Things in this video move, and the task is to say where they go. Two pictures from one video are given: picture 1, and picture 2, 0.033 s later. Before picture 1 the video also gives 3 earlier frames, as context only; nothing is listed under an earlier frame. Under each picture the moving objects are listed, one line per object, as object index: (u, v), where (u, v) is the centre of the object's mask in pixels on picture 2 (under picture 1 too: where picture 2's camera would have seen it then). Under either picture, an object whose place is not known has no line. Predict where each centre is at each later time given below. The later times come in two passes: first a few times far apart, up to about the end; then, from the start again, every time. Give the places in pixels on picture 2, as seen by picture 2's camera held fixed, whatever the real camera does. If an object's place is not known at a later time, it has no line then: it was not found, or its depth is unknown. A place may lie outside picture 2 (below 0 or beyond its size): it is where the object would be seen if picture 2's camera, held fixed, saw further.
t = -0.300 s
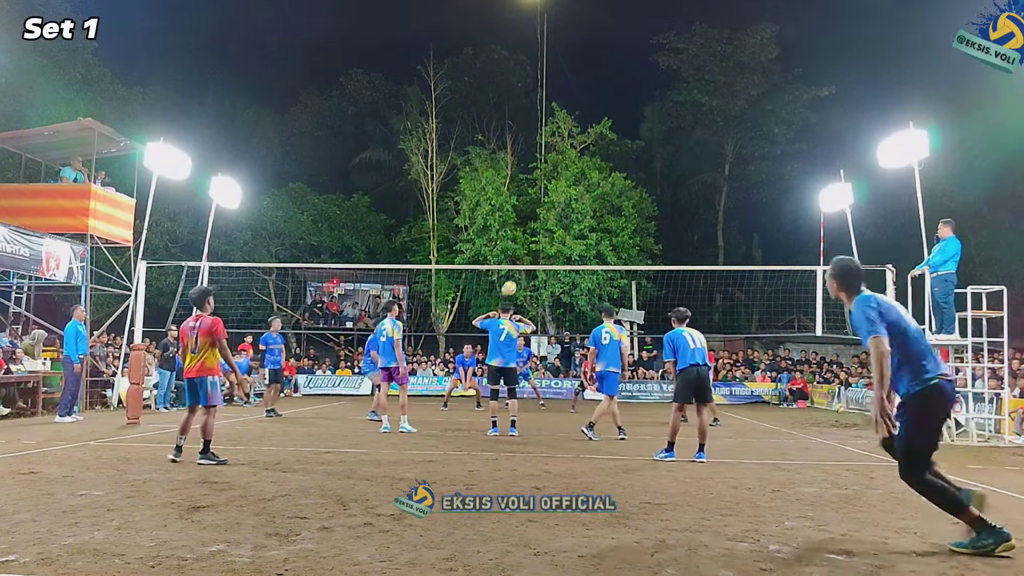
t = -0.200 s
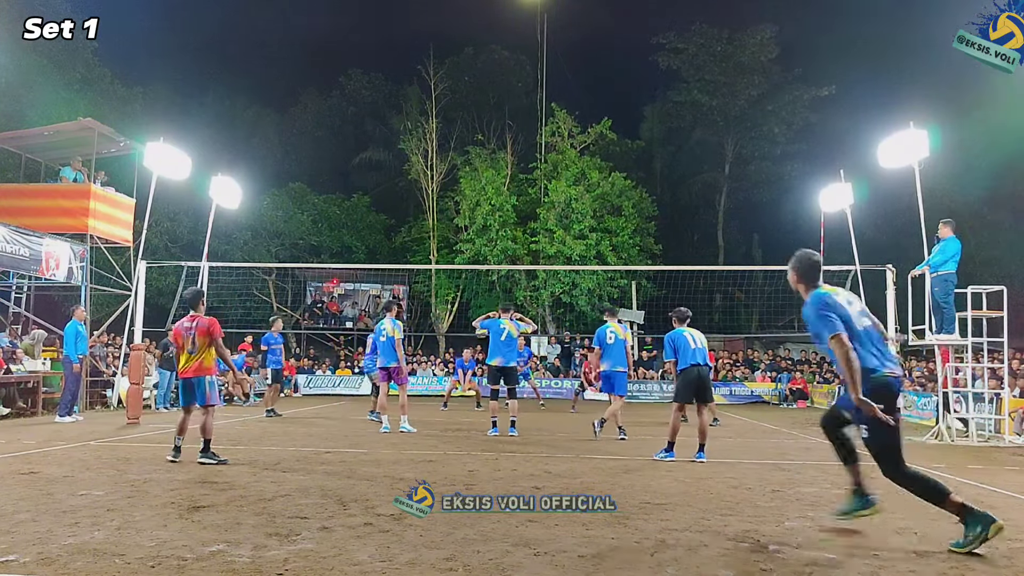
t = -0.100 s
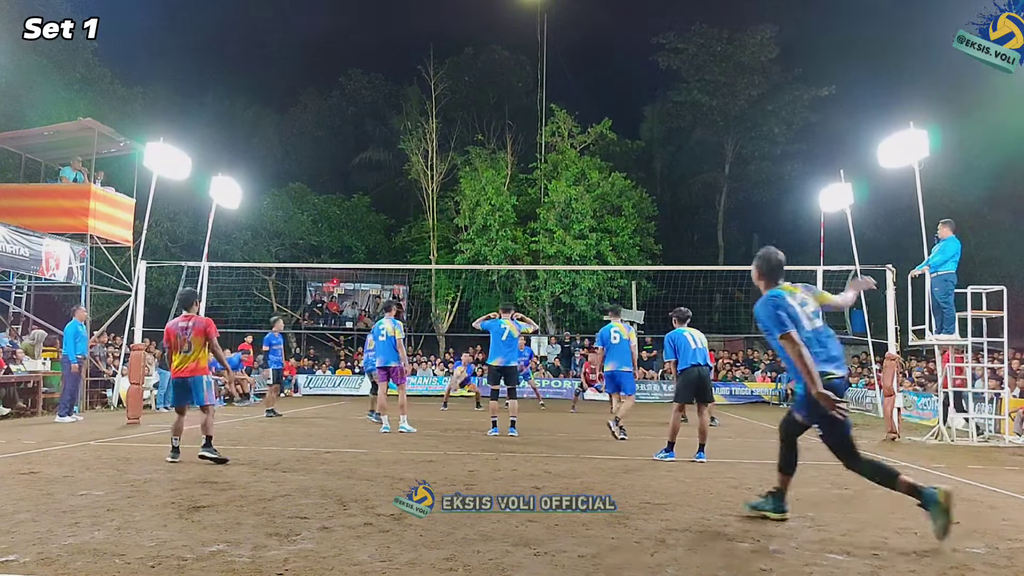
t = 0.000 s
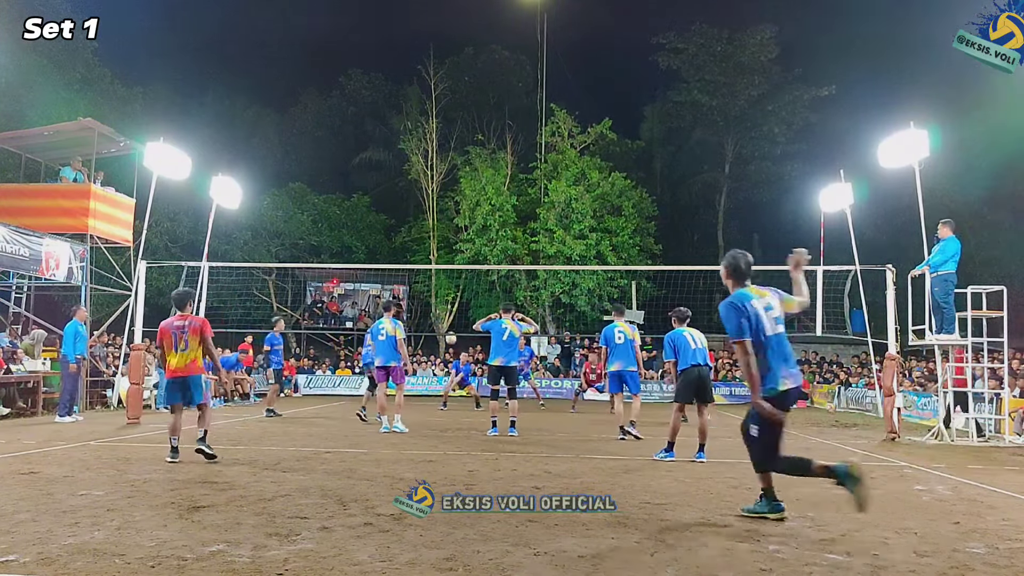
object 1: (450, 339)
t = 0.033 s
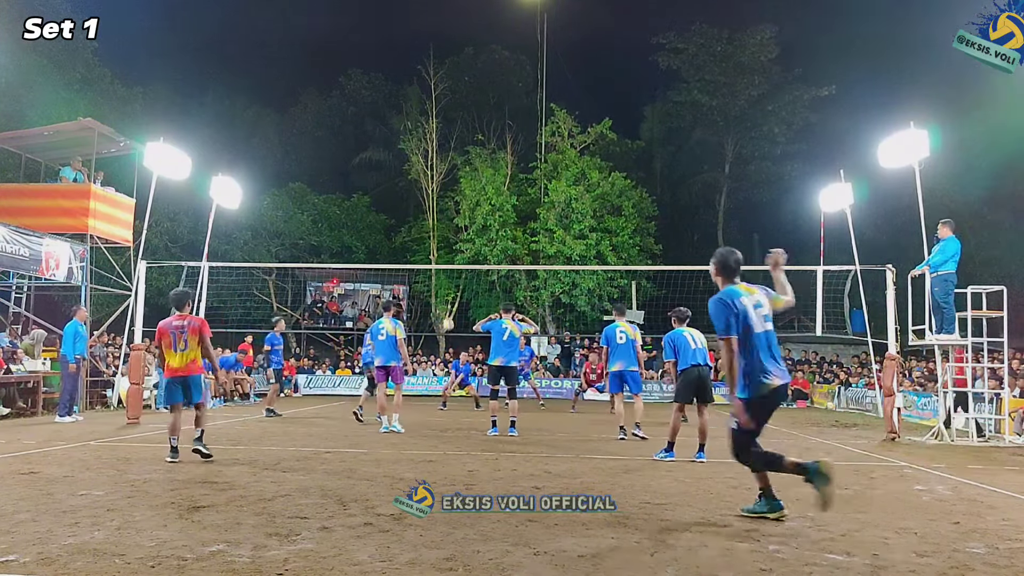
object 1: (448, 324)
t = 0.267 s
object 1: (431, 240)
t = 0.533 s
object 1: (410, 173)
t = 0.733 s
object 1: (395, 145)
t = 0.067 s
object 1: (445, 310)
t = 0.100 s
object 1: (443, 297)
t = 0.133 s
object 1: (441, 284)
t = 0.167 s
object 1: (438, 273)
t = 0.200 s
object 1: (435, 260)
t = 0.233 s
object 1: (433, 250)
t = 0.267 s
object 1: (431, 240)
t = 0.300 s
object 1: (428, 229)
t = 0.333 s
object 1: (426, 220)
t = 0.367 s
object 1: (423, 211)
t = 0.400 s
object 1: (421, 202)
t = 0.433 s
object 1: (418, 194)
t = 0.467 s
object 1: (416, 187)
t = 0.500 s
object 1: (413, 179)
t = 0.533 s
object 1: (410, 173)
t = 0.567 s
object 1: (408, 167)
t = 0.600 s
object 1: (405, 162)
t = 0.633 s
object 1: (402, 157)
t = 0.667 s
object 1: (400, 152)
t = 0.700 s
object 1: (397, 149)
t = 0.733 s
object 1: (395, 145)
